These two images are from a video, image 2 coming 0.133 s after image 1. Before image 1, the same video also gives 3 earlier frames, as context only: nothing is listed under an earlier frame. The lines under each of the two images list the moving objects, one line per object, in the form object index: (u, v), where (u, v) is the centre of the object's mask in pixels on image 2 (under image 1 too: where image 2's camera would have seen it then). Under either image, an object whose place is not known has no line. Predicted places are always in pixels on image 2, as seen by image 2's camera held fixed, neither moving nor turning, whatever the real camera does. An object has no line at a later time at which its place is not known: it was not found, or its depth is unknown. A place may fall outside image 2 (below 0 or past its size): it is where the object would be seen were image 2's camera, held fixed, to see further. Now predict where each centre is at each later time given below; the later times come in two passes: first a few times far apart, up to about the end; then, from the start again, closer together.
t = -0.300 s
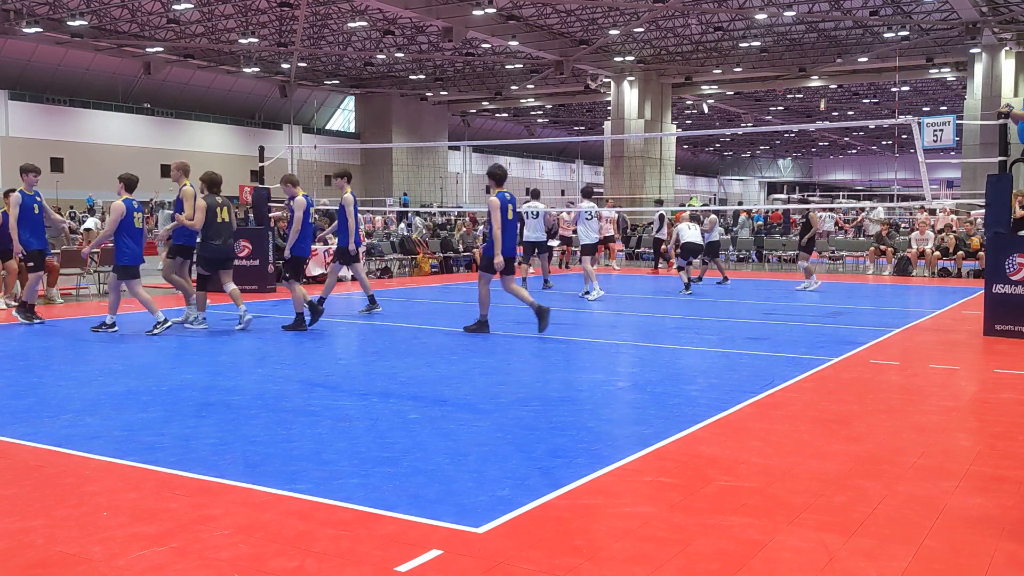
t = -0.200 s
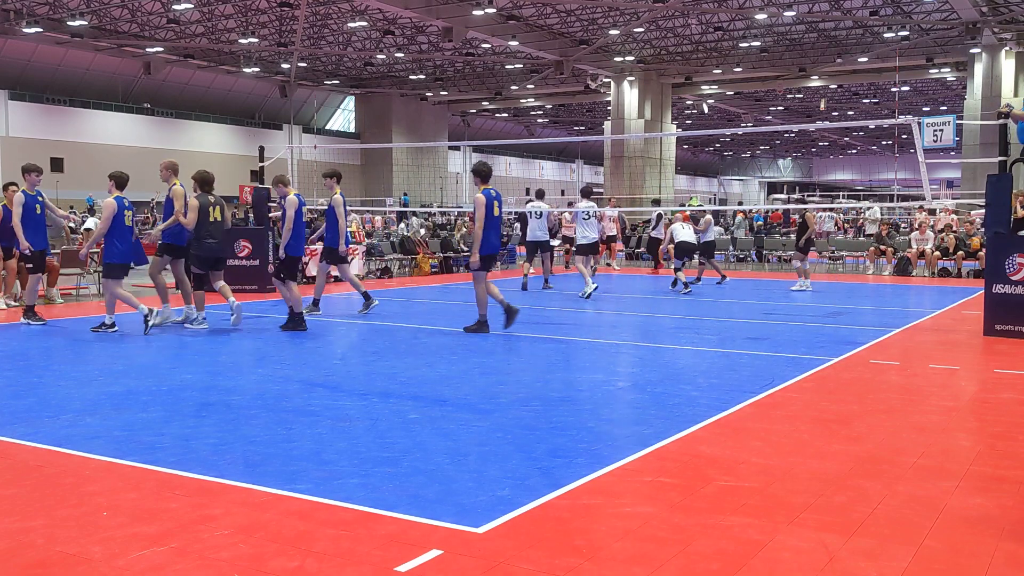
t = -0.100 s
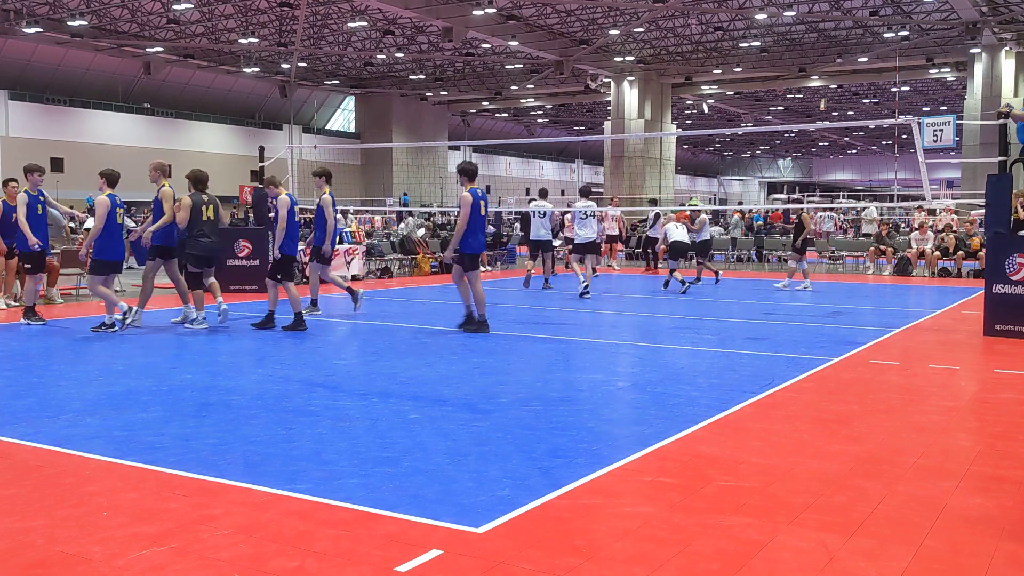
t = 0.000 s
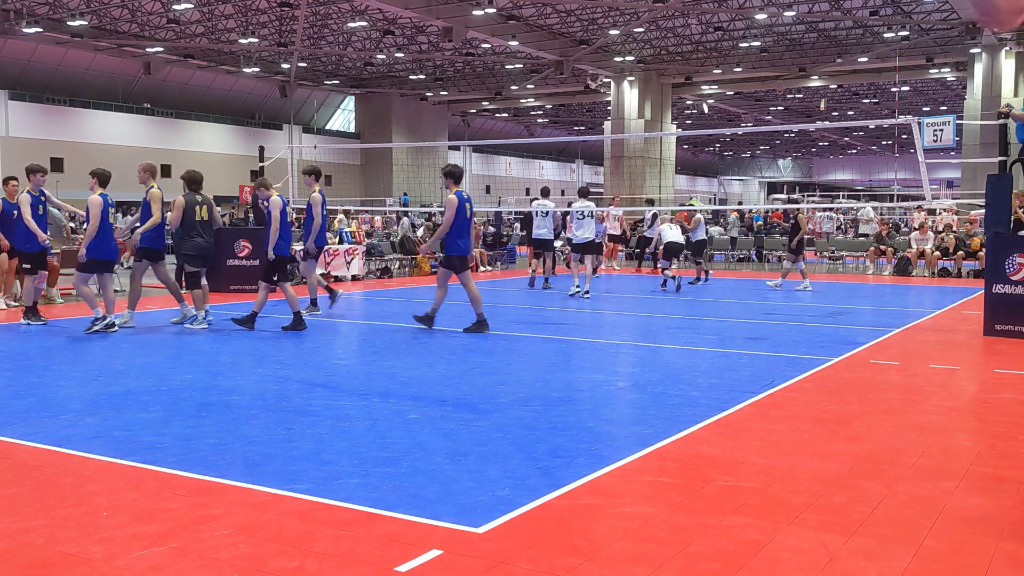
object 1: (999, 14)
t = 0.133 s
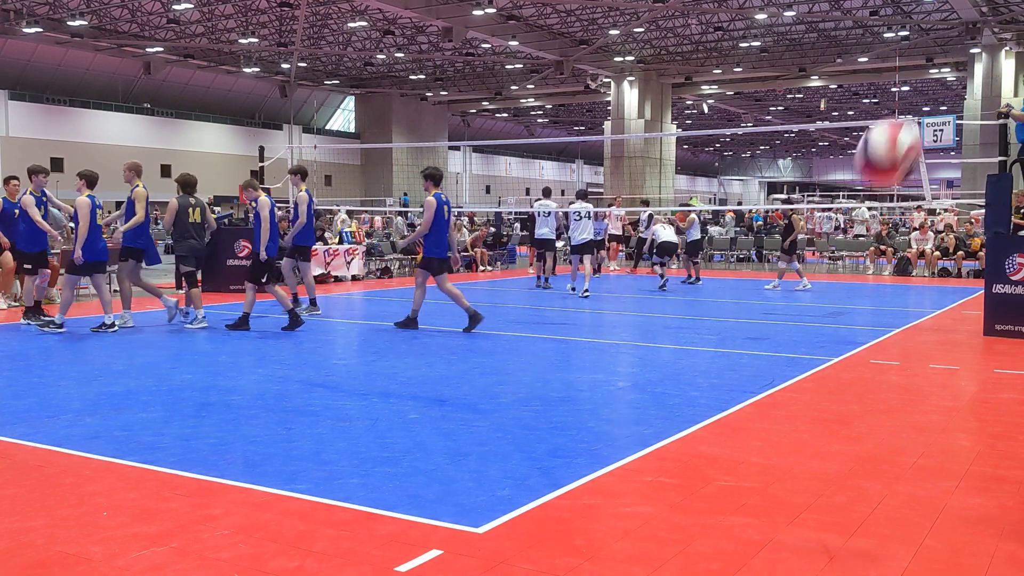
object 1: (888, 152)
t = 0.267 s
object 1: (809, 299)
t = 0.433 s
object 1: (746, 452)
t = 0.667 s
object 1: (722, 275)
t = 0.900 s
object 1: (702, 217)
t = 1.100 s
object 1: (685, 240)
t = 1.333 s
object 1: (667, 331)
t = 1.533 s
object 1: (655, 332)
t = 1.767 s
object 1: (641, 277)
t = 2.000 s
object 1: (627, 290)
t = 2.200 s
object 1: (617, 345)
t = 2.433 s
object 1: (606, 297)
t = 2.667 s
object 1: (597, 295)
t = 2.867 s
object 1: (589, 331)
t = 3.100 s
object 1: (581, 296)
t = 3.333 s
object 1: (574, 308)
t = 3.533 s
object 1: (569, 302)
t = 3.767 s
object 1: (563, 302)
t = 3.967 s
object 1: (559, 301)
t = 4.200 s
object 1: (554, 303)
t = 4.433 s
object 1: (549, 297)
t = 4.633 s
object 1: (545, 299)
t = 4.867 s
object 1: (542, 299)
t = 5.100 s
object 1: (540, 298)
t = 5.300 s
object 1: (537, 297)
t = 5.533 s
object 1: (536, 293)
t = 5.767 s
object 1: (534, 293)
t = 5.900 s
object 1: (533, 292)
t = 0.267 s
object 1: (809, 299)
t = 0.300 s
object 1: (794, 332)
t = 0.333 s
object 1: (779, 365)
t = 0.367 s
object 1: (768, 399)
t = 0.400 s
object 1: (756, 432)
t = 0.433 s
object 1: (746, 452)
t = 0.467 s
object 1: (743, 416)
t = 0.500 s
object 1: (738, 386)
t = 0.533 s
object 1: (736, 359)
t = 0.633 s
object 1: (726, 293)
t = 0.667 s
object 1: (722, 275)
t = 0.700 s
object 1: (720, 261)
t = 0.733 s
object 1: (716, 248)
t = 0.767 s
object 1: (714, 238)
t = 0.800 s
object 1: (710, 230)
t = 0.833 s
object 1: (708, 223)
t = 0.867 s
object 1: (705, 219)
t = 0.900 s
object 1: (702, 217)
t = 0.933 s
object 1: (699, 217)
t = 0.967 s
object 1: (696, 218)
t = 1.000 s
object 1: (693, 220)
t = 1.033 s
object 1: (691, 225)
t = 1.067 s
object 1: (688, 231)
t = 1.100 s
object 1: (685, 240)
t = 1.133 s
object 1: (682, 248)
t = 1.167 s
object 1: (680, 258)
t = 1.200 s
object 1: (678, 270)
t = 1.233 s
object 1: (675, 284)
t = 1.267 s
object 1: (672, 298)
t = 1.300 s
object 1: (670, 313)
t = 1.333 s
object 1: (667, 331)
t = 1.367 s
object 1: (665, 349)
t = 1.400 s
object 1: (663, 368)
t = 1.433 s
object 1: (661, 381)
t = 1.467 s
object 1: (658, 362)
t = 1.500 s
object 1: (657, 346)
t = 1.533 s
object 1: (655, 332)
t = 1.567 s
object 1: (653, 319)
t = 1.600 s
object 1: (650, 309)
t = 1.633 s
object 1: (649, 299)
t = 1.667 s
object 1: (647, 292)
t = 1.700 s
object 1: (644, 285)
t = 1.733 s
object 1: (643, 280)
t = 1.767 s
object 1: (641, 277)
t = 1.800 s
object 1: (639, 275)
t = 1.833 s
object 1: (637, 274)
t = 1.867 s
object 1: (635, 275)
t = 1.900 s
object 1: (633, 276)
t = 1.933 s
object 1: (631, 280)
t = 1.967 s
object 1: (629, 284)
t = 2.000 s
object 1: (627, 290)
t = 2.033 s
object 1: (626, 296)
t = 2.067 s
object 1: (624, 303)
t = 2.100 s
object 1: (622, 312)
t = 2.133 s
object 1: (620, 322)
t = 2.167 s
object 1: (619, 333)
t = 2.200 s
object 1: (617, 345)
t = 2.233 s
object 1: (615, 343)
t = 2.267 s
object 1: (613, 332)
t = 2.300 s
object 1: (612, 323)
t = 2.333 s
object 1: (611, 314)
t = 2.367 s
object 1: (609, 308)
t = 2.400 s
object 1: (608, 301)
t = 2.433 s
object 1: (606, 297)
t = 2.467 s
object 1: (605, 293)
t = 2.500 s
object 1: (604, 291)
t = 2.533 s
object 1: (602, 289)
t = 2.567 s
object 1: (601, 290)
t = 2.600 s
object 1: (599, 291)
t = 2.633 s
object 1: (598, 292)
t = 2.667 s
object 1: (597, 295)
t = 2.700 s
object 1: (595, 299)
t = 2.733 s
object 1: (594, 304)
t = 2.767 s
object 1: (593, 311)
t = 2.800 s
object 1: (591, 317)
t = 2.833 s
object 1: (590, 325)
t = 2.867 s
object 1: (589, 331)
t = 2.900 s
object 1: (588, 323)
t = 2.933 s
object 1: (586, 315)
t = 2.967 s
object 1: (585, 309)
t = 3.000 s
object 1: (584, 304)
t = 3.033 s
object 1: (583, 300)
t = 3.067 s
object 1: (582, 297)
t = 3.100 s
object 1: (581, 296)
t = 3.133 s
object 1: (580, 295)
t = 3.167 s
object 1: (579, 295)
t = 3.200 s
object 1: (578, 295)
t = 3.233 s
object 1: (576, 298)
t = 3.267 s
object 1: (575, 300)
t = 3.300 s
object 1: (575, 304)
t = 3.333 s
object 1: (574, 308)
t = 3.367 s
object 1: (572, 314)
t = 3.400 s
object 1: (572, 320)
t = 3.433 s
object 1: (571, 316)
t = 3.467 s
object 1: (570, 310)
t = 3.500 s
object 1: (569, 306)
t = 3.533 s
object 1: (569, 302)
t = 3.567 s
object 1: (567, 300)
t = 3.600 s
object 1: (567, 297)
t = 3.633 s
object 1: (566, 297)
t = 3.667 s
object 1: (565, 297)
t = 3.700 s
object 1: (565, 297)
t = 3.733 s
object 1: (564, 299)
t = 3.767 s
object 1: (563, 302)
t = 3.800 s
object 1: (563, 305)
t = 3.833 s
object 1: (562, 310)
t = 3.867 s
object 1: (561, 313)
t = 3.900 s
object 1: (560, 308)
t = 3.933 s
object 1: (559, 305)
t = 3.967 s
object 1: (559, 301)
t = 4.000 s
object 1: (558, 299)
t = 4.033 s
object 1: (557, 297)
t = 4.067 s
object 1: (557, 297)
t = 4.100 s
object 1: (556, 297)
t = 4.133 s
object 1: (555, 298)
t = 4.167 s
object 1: (554, 300)
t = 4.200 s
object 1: (554, 303)
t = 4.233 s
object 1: (553, 306)
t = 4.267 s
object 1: (552, 307)
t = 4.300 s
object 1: (551, 304)
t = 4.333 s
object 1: (551, 301)
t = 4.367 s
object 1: (550, 299)
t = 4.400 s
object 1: (550, 298)
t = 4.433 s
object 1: (549, 297)
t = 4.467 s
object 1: (549, 298)
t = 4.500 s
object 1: (548, 299)
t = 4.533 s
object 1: (547, 302)
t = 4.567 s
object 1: (547, 304)
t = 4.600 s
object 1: (546, 302)
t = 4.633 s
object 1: (545, 299)
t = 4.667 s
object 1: (545, 298)
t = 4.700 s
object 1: (545, 297)
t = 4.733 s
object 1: (544, 297)
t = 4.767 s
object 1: (544, 298)
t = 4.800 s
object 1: (543, 299)
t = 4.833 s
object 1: (543, 301)
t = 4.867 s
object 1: (542, 299)
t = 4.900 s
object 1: (542, 297)
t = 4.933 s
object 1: (542, 296)
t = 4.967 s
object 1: (541, 295)
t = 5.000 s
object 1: (541, 296)
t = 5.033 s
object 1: (540, 297)
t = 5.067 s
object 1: (540, 299)
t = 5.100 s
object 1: (540, 298)
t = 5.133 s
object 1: (540, 296)
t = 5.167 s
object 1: (540, 295)
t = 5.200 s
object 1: (539, 294)
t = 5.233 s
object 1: (539, 295)
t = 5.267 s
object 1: (538, 296)
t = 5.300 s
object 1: (537, 297)
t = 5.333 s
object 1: (538, 295)
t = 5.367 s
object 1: (537, 294)
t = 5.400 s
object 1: (537, 294)
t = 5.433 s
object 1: (537, 294)
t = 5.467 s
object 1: (536, 295)
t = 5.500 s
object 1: (536, 295)
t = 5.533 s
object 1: (536, 293)
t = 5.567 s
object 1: (535, 293)
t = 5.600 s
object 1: (535, 293)
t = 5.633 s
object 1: (535, 294)
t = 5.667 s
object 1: (535, 294)
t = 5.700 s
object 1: (534, 293)
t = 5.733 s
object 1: (534, 293)
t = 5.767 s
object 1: (534, 293)
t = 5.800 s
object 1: (534, 293)
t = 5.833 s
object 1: (533, 292)
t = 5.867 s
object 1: (533, 292)
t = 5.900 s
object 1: (533, 292)
